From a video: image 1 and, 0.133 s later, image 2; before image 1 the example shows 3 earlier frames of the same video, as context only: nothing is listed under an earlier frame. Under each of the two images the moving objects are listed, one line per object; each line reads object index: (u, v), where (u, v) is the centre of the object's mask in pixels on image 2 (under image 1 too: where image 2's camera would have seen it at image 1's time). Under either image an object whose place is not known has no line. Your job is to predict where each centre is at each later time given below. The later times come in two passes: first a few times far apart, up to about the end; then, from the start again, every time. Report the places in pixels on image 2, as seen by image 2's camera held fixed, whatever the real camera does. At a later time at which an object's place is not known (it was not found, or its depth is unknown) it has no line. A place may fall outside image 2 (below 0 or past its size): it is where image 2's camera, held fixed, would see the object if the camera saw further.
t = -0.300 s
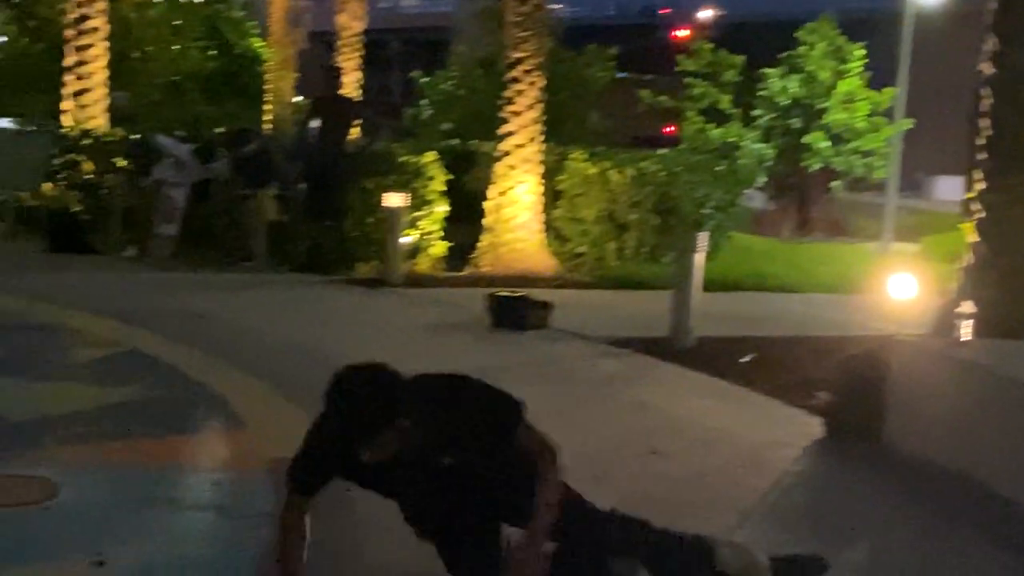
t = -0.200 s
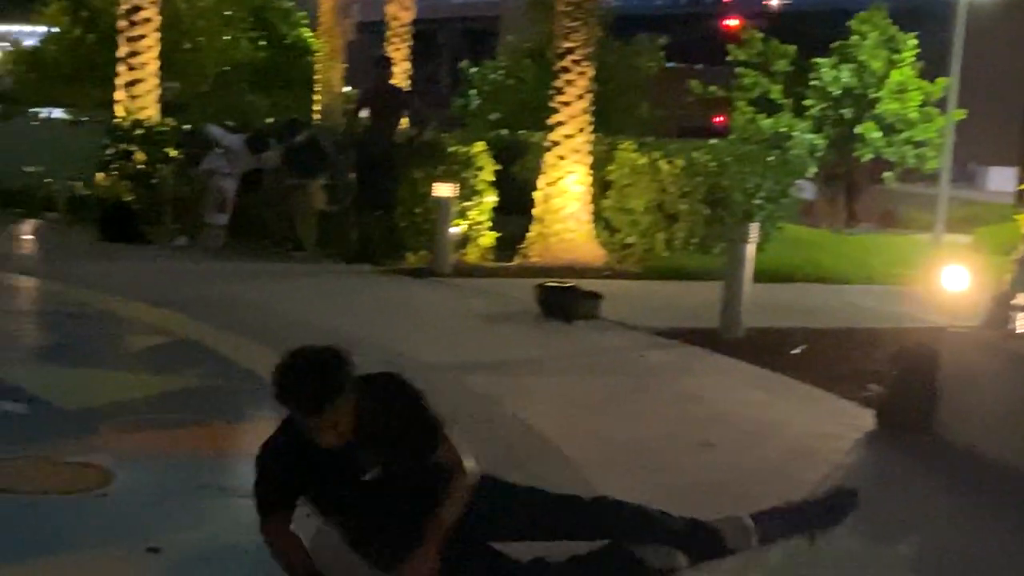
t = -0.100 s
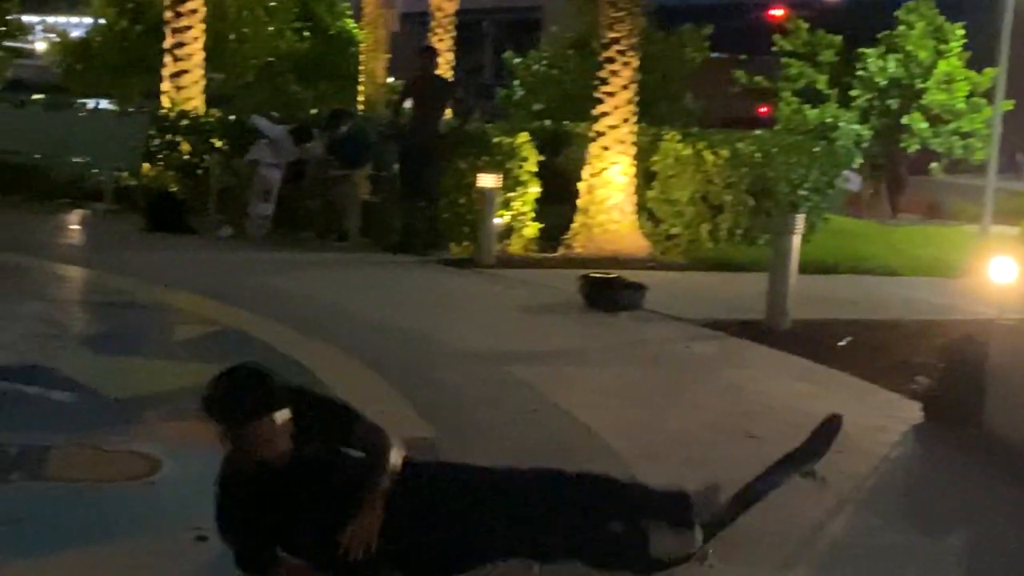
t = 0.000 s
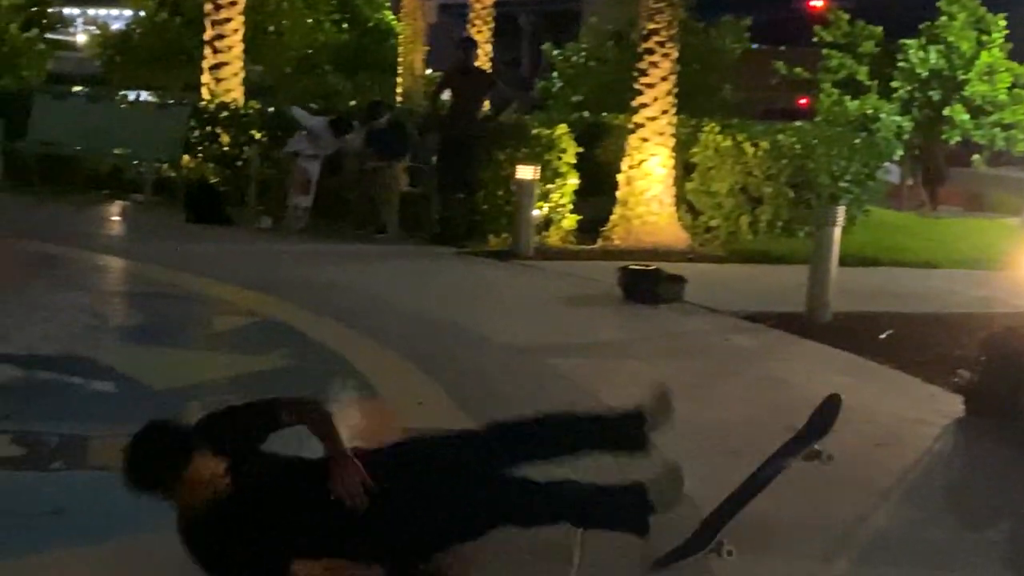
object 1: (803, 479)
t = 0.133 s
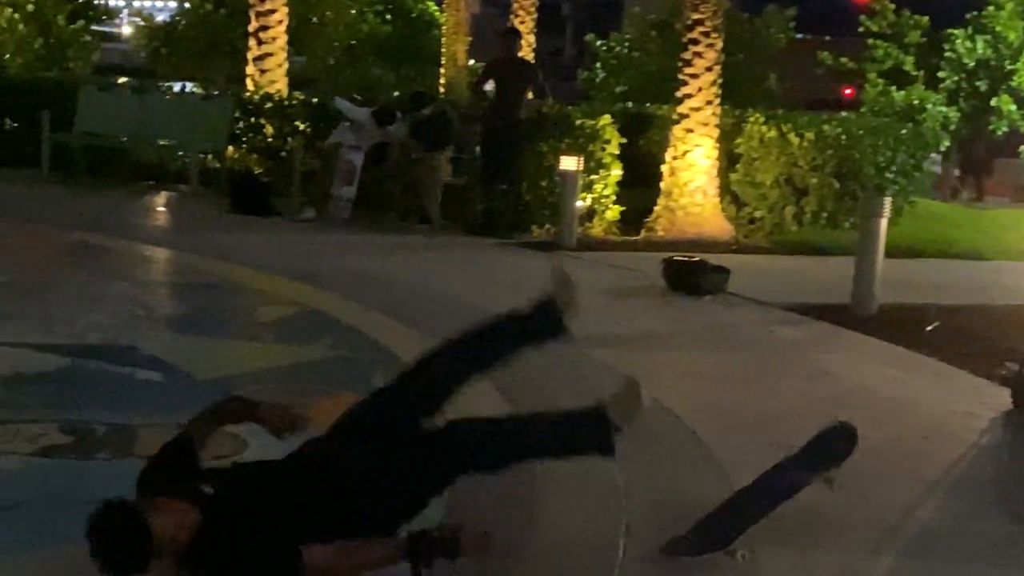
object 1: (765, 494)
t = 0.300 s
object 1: (739, 519)
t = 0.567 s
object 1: (712, 532)
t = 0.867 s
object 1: (688, 540)
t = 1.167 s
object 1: (674, 547)
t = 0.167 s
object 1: (757, 504)
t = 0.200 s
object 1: (754, 510)
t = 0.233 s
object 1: (751, 521)
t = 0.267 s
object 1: (745, 520)
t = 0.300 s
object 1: (739, 519)
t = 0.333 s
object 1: (732, 519)
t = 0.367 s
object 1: (724, 524)
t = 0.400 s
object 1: (721, 525)
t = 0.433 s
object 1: (722, 526)
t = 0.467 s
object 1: (718, 528)
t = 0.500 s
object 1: (716, 530)
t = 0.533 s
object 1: (714, 531)
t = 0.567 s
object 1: (712, 532)
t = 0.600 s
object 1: (710, 533)
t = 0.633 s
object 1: (707, 532)
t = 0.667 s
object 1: (705, 534)
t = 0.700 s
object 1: (702, 537)
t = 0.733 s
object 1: (697, 537)
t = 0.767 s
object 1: (697, 539)
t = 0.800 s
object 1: (694, 540)
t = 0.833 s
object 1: (692, 540)
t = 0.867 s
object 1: (688, 540)
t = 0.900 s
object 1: (688, 540)
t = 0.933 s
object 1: (684, 540)
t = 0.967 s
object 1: (685, 543)
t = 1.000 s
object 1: (683, 542)
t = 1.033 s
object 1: (681, 544)
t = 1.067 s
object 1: (677, 546)
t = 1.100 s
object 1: (677, 545)
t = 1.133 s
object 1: (676, 547)
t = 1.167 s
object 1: (674, 547)
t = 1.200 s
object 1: (671, 549)
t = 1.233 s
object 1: (670, 549)
